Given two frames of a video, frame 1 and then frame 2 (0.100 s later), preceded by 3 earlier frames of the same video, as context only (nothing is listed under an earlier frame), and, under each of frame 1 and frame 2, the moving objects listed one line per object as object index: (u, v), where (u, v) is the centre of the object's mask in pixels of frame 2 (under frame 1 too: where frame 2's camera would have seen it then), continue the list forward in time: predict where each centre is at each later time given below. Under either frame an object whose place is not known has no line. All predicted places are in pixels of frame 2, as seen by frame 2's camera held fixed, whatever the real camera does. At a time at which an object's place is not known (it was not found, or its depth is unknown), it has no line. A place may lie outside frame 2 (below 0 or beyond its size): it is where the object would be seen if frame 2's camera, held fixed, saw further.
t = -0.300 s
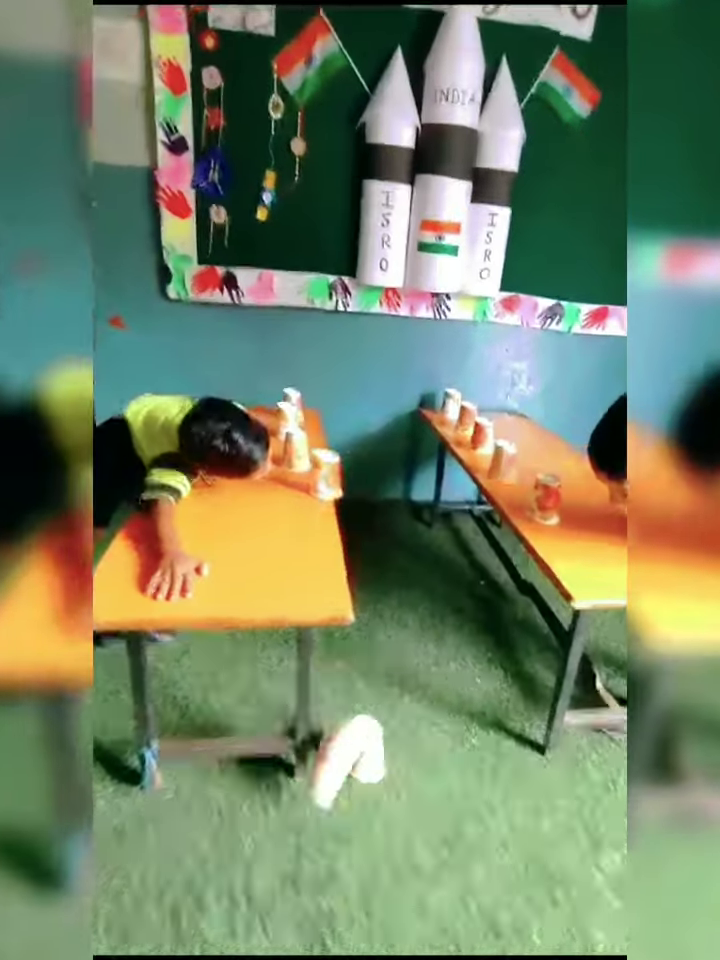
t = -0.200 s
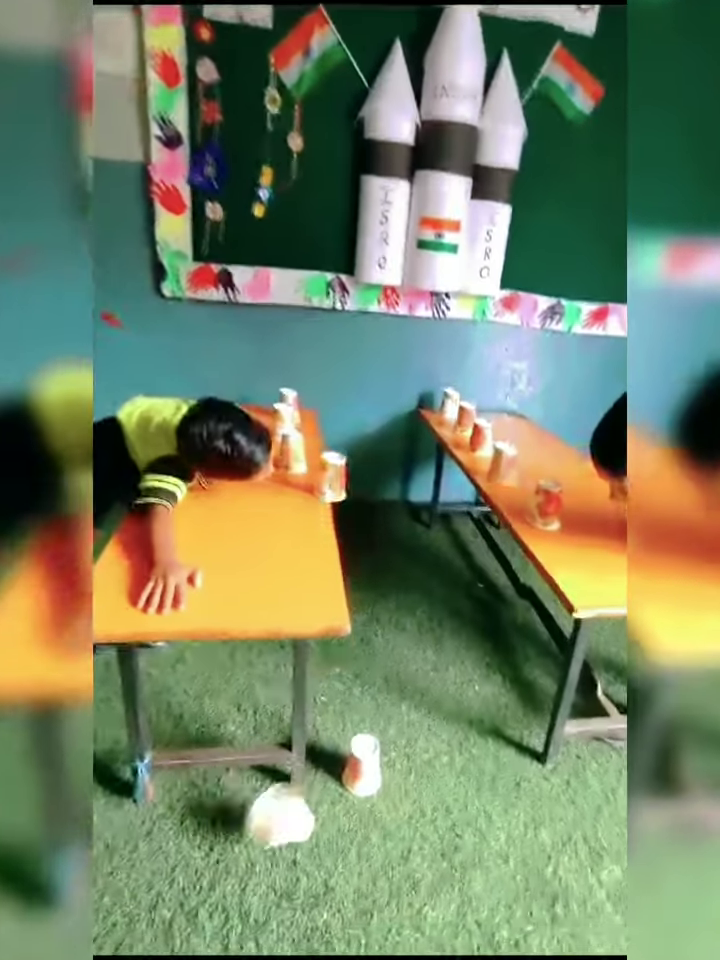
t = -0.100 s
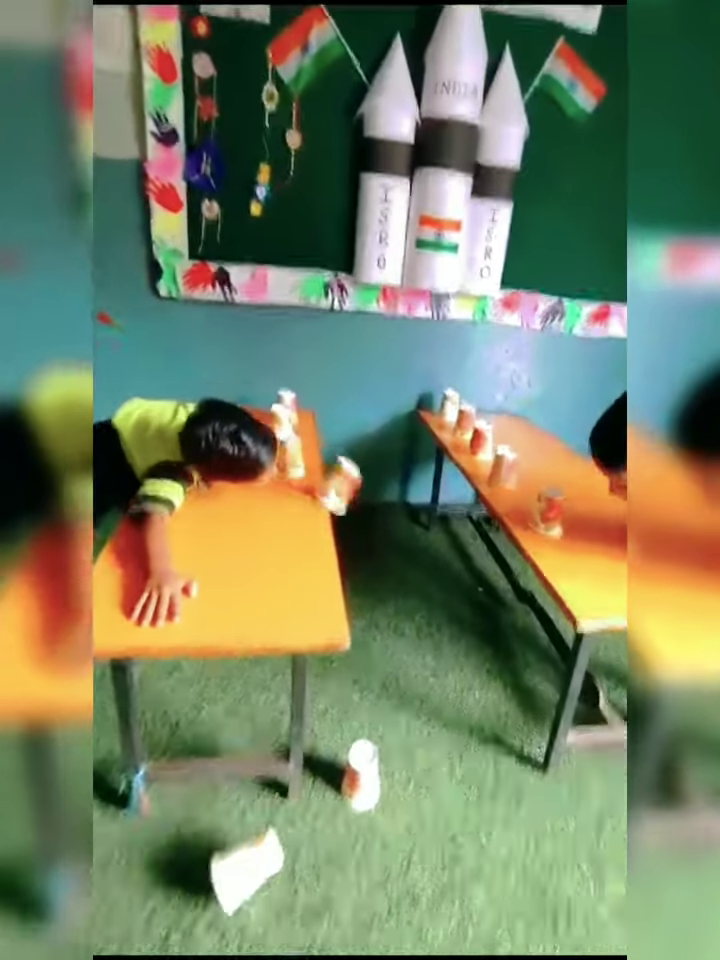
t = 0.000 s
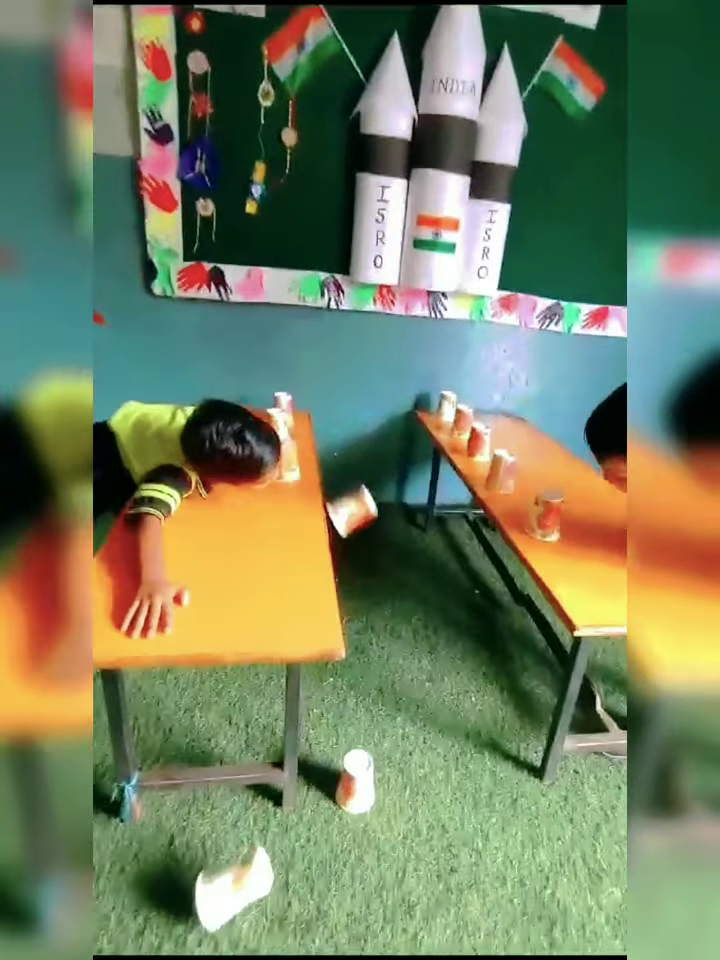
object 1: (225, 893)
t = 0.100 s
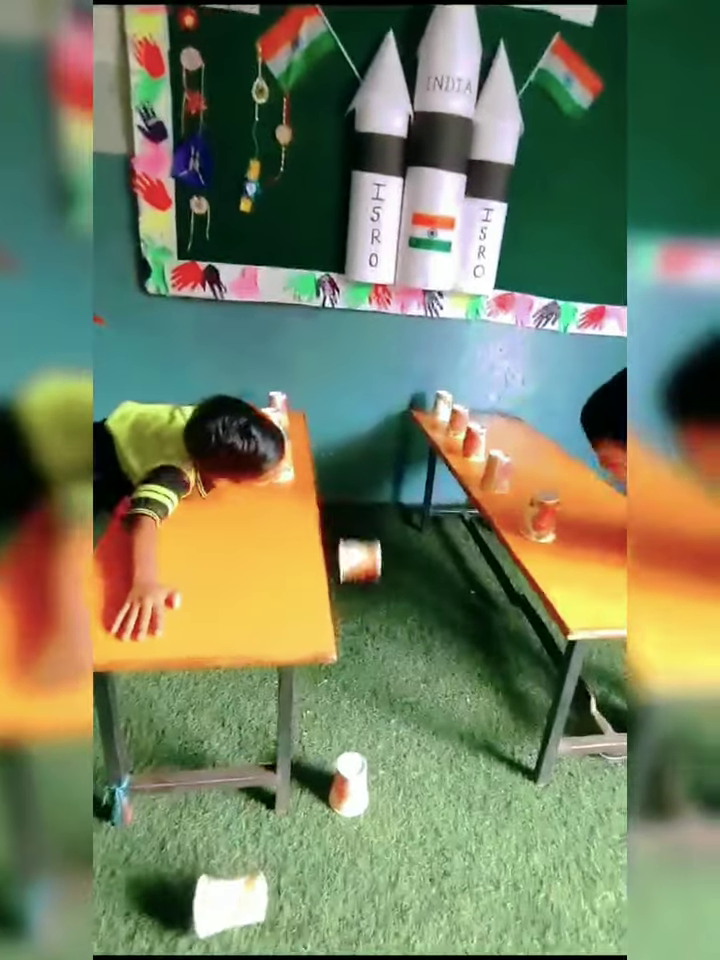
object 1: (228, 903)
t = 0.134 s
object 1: (231, 908)
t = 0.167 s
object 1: (237, 911)
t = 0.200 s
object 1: (237, 910)
